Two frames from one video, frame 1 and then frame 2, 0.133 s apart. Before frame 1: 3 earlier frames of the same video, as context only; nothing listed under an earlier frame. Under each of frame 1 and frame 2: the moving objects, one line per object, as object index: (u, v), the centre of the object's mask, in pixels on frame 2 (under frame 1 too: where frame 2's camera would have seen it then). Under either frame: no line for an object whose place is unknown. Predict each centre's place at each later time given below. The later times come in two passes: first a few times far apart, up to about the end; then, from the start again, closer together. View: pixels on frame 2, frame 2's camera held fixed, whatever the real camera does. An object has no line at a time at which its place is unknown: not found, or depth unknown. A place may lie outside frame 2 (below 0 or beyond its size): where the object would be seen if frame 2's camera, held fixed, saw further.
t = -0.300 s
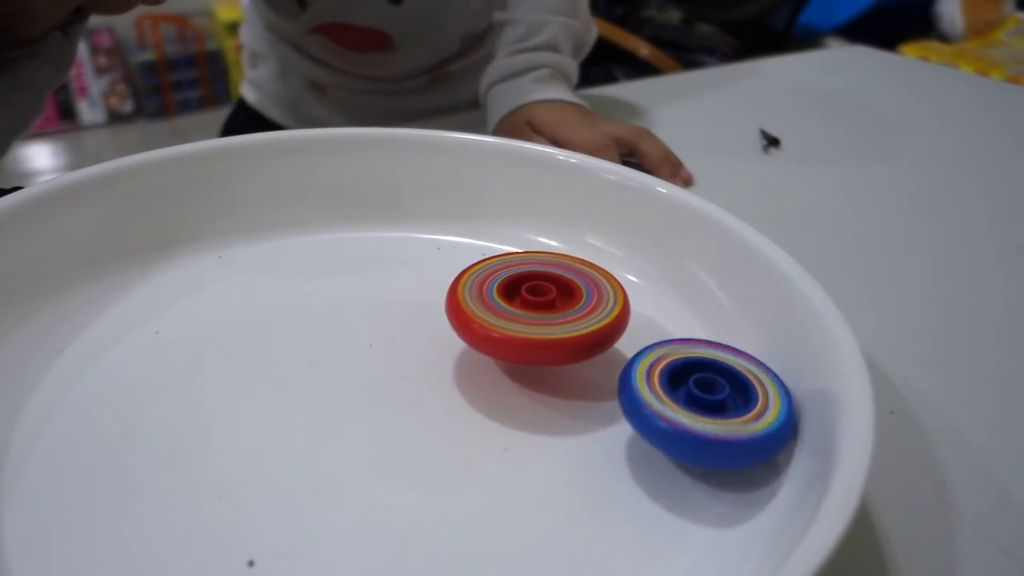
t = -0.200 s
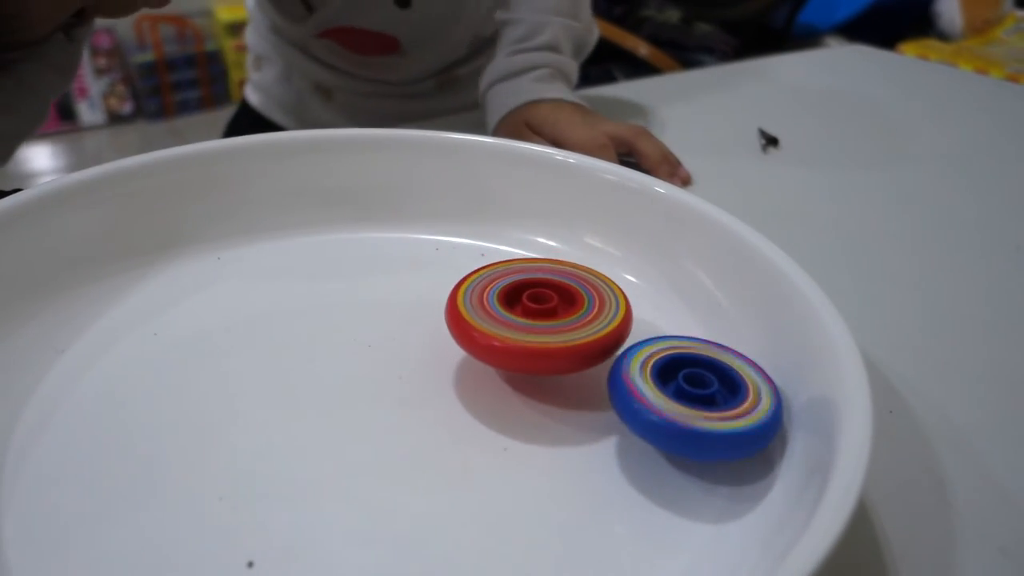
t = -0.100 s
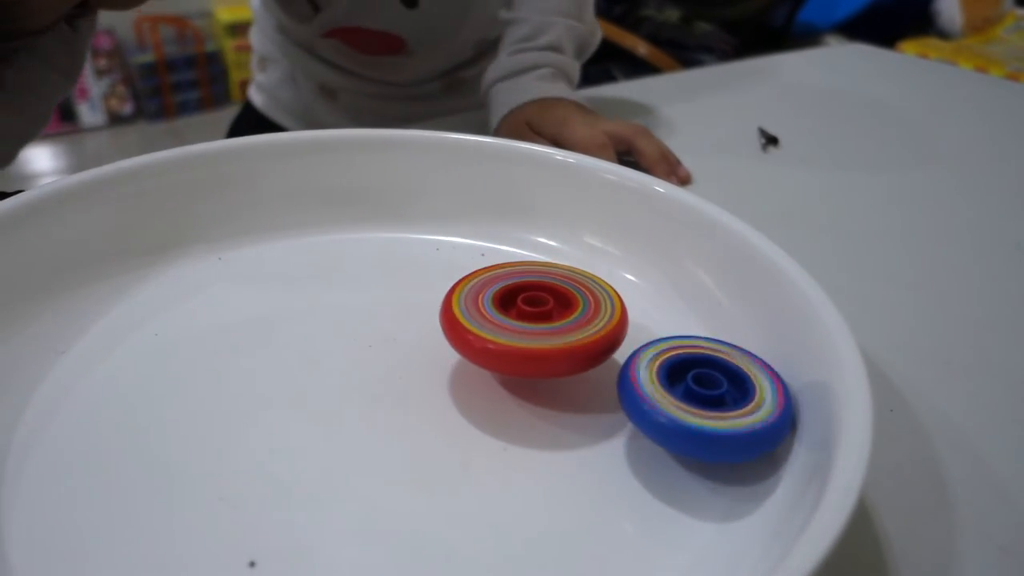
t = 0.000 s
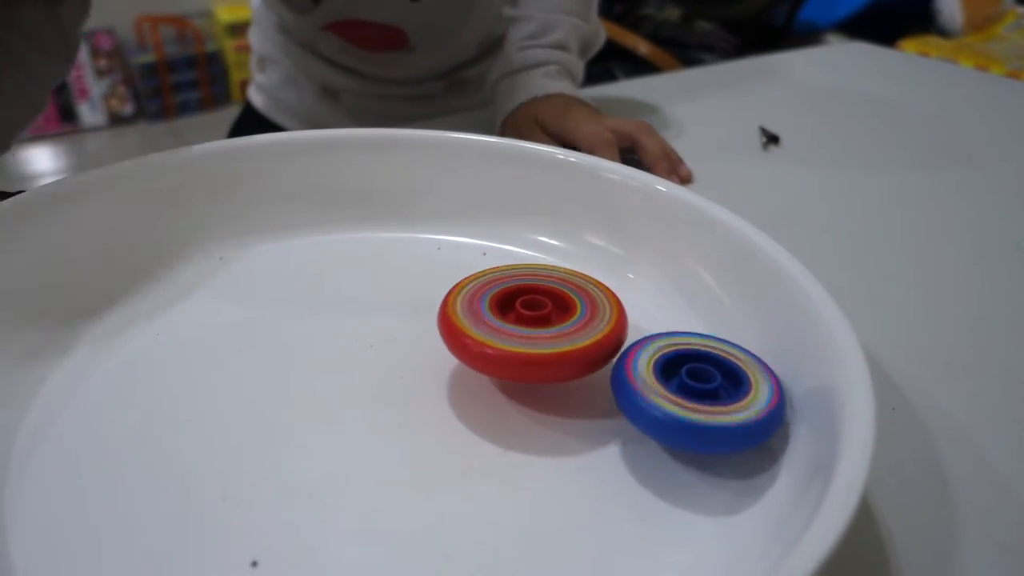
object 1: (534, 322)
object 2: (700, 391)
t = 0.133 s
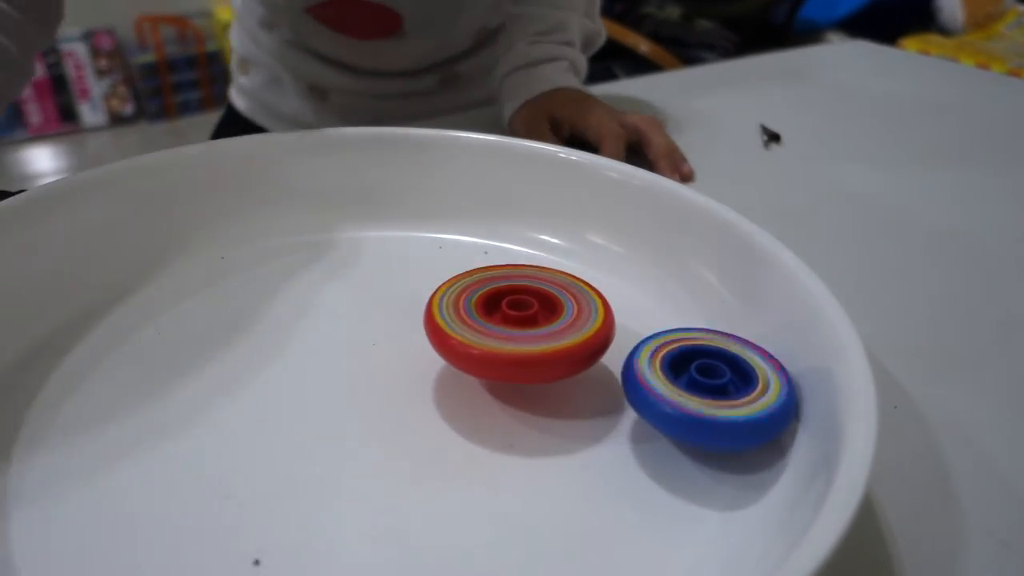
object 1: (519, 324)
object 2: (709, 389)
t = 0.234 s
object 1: (510, 325)
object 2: (702, 384)
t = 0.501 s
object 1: (486, 328)
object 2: (707, 377)
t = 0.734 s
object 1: (466, 325)
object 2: (690, 361)
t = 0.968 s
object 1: (449, 317)
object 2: (693, 348)
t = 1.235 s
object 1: (437, 305)
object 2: (680, 331)
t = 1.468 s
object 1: (435, 290)
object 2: (673, 317)
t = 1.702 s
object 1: (443, 276)
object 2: (647, 304)
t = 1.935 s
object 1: (455, 261)
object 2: (640, 290)
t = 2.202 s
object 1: (467, 244)
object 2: (629, 280)
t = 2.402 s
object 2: (628, 281)
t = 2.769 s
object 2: (623, 275)
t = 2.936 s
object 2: (620, 273)
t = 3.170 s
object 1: (461, 219)
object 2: (609, 270)
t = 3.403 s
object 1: (457, 226)
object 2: (608, 266)
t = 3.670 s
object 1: (450, 228)
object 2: (599, 262)
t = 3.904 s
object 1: (438, 224)
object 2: (596, 260)
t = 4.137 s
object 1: (432, 218)
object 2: (590, 259)
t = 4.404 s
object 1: (430, 214)
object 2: (588, 258)
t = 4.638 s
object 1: (429, 214)
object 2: (582, 256)
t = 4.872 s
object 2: (573, 253)
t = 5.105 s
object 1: (432, 212)
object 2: (570, 250)
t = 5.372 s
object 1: (397, 234)
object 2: (567, 252)
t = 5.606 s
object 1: (371, 240)
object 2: (563, 251)
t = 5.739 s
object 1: (356, 241)
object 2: (563, 250)
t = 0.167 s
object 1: (516, 324)
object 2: (705, 386)
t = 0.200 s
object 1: (513, 325)
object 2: (703, 386)
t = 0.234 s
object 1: (510, 325)
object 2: (702, 384)
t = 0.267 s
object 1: (507, 326)
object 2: (701, 382)
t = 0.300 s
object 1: (504, 326)
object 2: (701, 381)
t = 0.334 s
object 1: (501, 327)
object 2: (701, 380)
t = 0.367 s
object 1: (498, 327)
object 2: (701, 379)
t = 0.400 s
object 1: (495, 328)
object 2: (703, 379)
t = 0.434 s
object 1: (492, 328)
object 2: (705, 378)
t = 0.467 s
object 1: (489, 328)
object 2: (706, 377)
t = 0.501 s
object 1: (486, 328)
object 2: (707, 377)
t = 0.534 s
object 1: (483, 328)
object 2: (699, 374)
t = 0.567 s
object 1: (480, 328)
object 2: (696, 371)
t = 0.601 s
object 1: (478, 328)
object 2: (695, 370)
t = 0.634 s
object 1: (475, 327)
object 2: (694, 368)
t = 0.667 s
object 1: (472, 327)
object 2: (692, 365)
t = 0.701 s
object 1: (469, 326)
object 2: (691, 363)
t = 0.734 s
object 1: (466, 325)
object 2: (690, 361)
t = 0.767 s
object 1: (464, 324)
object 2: (691, 359)
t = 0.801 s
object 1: (462, 324)
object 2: (691, 358)
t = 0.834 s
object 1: (459, 323)
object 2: (692, 356)
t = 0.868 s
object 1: (456, 322)
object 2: (692, 354)
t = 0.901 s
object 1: (453, 321)
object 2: (692, 352)
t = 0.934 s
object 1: (451, 319)
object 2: (694, 351)
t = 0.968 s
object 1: (449, 317)
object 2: (693, 348)
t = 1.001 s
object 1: (447, 316)
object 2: (686, 345)
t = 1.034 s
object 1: (445, 314)
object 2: (683, 343)
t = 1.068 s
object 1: (443, 313)
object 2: (681, 341)
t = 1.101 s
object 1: (442, 311)
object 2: (681, 339)
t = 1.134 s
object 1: (440, 310)
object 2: (681, 337)
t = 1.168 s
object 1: (439, 308)
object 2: (681, 335)
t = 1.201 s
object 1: (439, 306)
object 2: (680, 333)
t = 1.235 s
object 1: (437, 305)
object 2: (680, 331)
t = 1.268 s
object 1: (436, 303)
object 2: (682, 329)
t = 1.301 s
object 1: (435, 301)
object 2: (679, 327)
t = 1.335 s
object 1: (435, 299)
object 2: (675, 324)
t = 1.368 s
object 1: (435, 297)
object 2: (674, 322)
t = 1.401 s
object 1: (435, 295)
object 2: (674, 320)
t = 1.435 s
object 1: (435, 293)
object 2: (674, 319)
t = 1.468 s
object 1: (435, 290)
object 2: (673, 317)
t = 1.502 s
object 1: (436, 288)
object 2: (670, 315)
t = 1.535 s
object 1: (436, 286)
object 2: (669, 314)
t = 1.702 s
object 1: (443, 276)
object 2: (647, 304)
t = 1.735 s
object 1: (444, 273)
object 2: (645, 302)
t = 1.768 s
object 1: (446, 271)
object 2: (644, 300)
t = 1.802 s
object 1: (448, 269)
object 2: (642, 297)
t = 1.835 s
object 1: (450, 267)
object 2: (641, 296)
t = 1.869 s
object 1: (452, 265)
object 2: (640, 294)
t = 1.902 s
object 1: (454, 263)
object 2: (640, 291)
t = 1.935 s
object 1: (455, 261)
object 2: (640, 290)
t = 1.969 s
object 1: (458, 259)
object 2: (640, 288)
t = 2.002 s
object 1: (460, 257)
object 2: (640, 286)
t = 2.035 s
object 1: (463, 255)
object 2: (636, 284)
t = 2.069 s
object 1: (466, 253)
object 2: (632, 282)
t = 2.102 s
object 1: (469, 251)
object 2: (630, 281)
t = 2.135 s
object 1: (471, 249)
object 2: (629, 280)
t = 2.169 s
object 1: (474, 247)
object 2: (628, 278)
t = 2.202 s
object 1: (467, 244)
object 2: (629, 280)
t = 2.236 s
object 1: (463, 241)
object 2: (630, 283)
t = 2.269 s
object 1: (462, 238)
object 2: (631, 282)
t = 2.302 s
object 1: (461, 235)
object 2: (629, 282)
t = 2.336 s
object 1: (461, 233)
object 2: (628, 282)
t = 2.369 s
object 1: (462, 231)
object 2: (628, 281)
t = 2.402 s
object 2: (628, 281)
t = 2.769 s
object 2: (623, 275)
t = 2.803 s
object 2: (623, 275)
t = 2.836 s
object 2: (623, 275)
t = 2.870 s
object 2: (623, 274)
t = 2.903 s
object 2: (623, 274)
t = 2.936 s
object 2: (620, 273)
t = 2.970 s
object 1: (458, 220)
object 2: (616, 272)
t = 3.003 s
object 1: (459, 219)
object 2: (613, 272)
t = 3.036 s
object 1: (460, 219)
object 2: (612, 272)
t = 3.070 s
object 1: (461, 218)
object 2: (611, 272)
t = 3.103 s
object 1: (463, 216)
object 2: (611, 271)
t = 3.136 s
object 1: (464, 216)
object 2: (609, 271)
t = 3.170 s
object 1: (461, 219)
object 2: (609, 270)
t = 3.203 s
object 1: (460, 221)
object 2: (609, 269)
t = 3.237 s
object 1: (459, 222)
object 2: (608, 269)
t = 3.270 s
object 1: (458, 223)
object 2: (608, 269)
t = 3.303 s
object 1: (458, 224)
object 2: (608, 268)
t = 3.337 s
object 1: (458, 225)
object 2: (608, 268)
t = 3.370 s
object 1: (458, 226)
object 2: (608, 267)
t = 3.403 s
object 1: (457, 226)
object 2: (608, 266)
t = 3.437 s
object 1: (457, 227)
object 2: (606, 266)
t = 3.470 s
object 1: (457, 227)
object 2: (602, 265)
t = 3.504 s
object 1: (456, 228)
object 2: (602, 264)
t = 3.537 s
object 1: (457, 228)
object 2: (602, 263)
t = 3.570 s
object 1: (457, 229)
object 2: (602, 262)
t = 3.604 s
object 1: (457, 229)
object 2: (599, 262)
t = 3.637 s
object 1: (453, 229)
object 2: (602, 262)
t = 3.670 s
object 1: (450, 228)
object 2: (599, 262)
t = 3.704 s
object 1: (448, 228)
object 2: (598, 262)
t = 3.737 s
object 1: (446, 227)
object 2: (598, 261)
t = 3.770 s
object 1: (444, 227)
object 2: (598, 261)
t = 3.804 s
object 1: (442, 226)
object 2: (597, 261)
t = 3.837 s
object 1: (441, 226)
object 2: (597, 261)
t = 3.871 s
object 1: (439, 225)
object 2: (596, 260)
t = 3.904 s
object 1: (438, 224)
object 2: (596, 260)
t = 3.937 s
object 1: (437, 223)
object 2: (596, 260)
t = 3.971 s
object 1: (436, 222)
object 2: (595, 259)
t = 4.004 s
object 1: (435, 222)
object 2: (593, 259)
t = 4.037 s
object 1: (434, 221)
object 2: (591, 259)
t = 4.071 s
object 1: (433, 220)
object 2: (590, 259)
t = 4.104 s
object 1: (432, 219)
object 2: (590, 259)
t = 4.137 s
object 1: (432, 218)
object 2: (590, 259)
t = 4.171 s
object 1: (432, 217)
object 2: (589, 259)
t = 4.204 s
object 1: (431, 216)
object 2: (589, 259)
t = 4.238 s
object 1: (432, 215)
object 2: (589, 258)
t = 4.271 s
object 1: (432, 214)
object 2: (588, 259)
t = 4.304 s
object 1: (432, 213)
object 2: (589, 258)
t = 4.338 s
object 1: (433, 212)
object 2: (588, 258)
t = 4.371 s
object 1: (431, 214)
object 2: (588, 258)
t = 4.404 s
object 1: (430, 214)
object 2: (588, 258)
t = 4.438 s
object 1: (429, 214)
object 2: (588, 257)
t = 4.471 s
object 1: (429, 214)
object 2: (588, 257)
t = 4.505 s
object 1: (429, 214)
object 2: (588, 256)
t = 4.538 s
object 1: (428, 215)
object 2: (585, 255)
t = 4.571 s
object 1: (428, 214)
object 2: (586, 256)
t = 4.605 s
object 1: (429, 214)
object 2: (586, 256)
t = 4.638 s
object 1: (429, 214)
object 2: (582, 256)
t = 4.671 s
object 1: (429, 214)
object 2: (581, 256)
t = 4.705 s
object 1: (430, 213)
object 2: (579, 256)
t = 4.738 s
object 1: (430, 213)
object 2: (577, 256)
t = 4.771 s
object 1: (431, 213)
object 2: (577, 255)
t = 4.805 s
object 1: (431, 212)
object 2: (575, 254)
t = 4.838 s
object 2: (574, 254)
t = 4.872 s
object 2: (573, 253)
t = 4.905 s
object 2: (572, 252)
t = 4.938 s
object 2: (573, 252)
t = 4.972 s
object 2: (572, 252)
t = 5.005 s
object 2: (572, 251)
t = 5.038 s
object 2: (573, 251)
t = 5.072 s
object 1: (432, 213)
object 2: (572, 250)
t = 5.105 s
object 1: (432, 212)
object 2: (570, 250)
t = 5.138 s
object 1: (428, 219)
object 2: (569, 249)
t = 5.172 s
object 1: (424, 224)
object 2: (568, 249)
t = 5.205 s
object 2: (573, 250)
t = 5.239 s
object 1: (411, 229)
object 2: (574, 250)
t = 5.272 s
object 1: (407, 230)
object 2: (570, 250)
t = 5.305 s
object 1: (403, 232)
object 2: (569, 251)
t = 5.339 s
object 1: (400, 233)
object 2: (567, 252)
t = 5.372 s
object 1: (397, 234)
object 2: (567, 252)
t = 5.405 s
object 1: (392, 236)
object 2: (565, 252)
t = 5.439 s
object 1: (389, 236)
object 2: (564, 252)
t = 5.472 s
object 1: (385, 237)
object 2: (564, 252)
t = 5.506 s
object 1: (381, 238)
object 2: (562, 252)
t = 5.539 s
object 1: (378, 239)
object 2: (563, 252)
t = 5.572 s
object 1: (374, 239)
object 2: (562, 251)
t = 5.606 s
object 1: (371, 240)
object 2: (563, 251)
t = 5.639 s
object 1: (368, 240)
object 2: (563, 251)
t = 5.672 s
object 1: (364, 241)
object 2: (563, 251)
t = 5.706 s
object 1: (360, 241)
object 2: (564, 251)
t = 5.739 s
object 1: (356, 241)
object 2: (563, 250)
